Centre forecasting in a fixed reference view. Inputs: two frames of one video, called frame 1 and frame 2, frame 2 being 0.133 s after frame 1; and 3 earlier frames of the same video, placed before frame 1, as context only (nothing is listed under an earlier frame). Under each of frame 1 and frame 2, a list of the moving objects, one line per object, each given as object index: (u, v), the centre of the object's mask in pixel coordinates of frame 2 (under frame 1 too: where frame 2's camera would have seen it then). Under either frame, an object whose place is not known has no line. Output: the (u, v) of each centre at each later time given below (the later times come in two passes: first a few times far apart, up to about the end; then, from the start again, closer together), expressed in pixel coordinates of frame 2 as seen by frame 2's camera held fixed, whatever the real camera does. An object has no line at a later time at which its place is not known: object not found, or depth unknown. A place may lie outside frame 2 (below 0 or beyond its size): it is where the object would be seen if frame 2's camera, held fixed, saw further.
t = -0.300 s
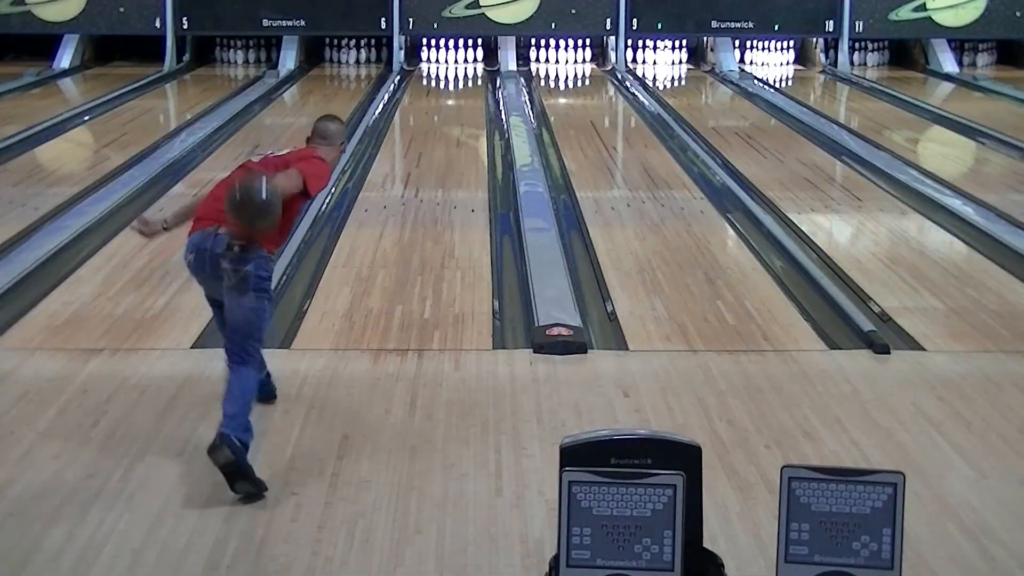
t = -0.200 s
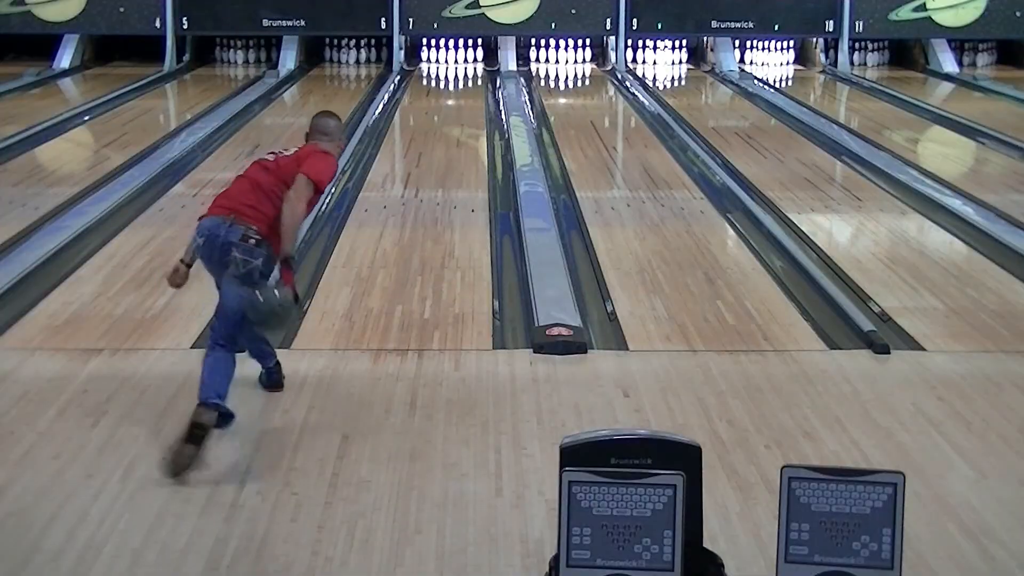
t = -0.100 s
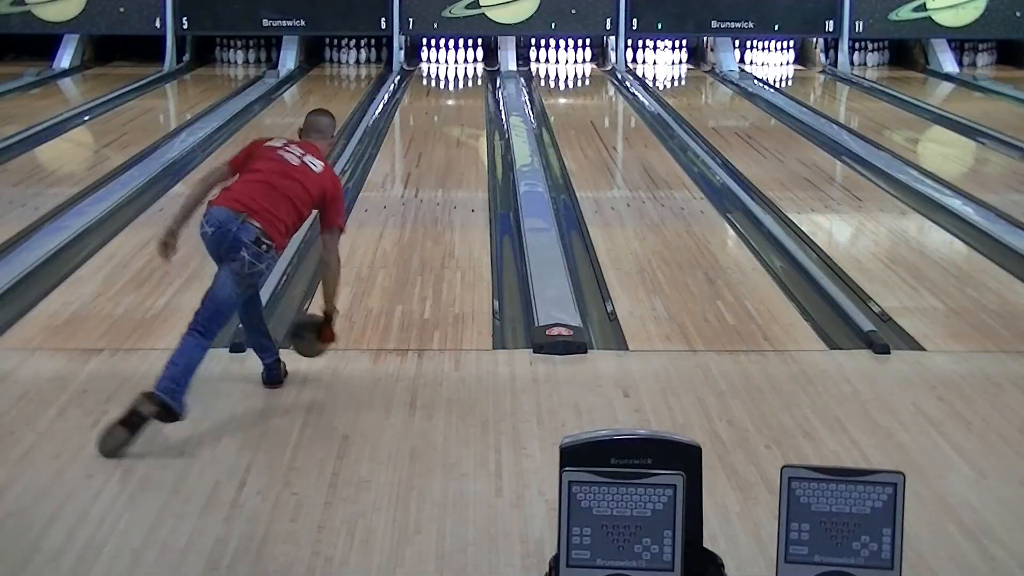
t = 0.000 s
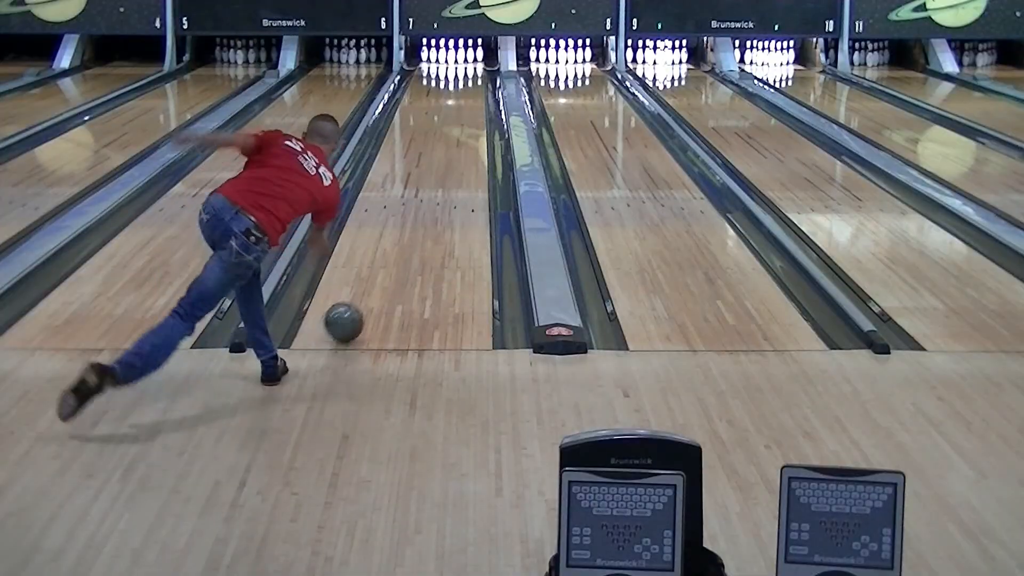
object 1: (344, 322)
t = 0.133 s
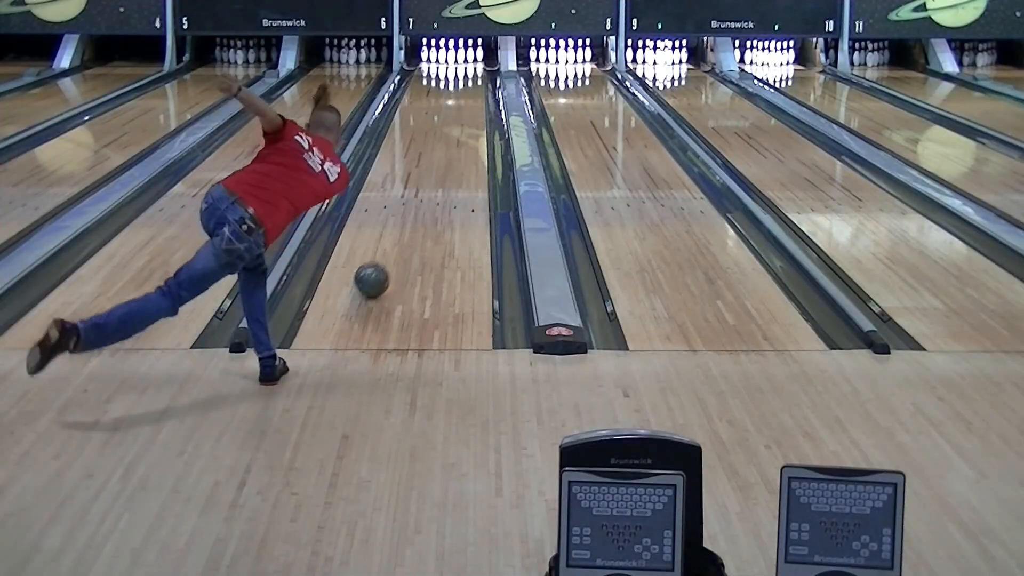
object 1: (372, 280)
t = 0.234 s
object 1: (388, 252)
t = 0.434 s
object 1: (413, 209)
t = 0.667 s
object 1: (434, 172)
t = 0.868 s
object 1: (446, 147)
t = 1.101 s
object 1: (456, 124)
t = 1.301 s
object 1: (461, 108)
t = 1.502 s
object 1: (465, 94)
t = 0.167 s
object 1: (377, 270)
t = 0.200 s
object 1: (383, 261)
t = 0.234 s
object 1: (388, 252)
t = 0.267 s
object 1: (393, 245)
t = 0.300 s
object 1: (398, 236)
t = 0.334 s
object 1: (402, 229)
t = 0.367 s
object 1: (406, 222)
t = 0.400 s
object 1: (410, 215)
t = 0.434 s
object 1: (413, 209)
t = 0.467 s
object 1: (417, 203)
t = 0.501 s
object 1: (420, 197)
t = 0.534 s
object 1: (423, 191)
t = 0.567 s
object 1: (426, 186)
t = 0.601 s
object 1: (429, 181)
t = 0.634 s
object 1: (432, 176)
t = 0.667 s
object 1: (434, 172)
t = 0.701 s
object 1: (437, 167)
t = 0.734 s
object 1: (439, 163)
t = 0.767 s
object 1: (441, 159)
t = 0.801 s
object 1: (443, 155)
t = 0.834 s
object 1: (445, 151)
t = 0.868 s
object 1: (446, 147)
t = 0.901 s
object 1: (448, 143)
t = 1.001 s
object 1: (452, 134)
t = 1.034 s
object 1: (453, 130)
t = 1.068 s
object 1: (454, 127)
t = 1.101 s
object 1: (456, 124)
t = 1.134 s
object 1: (457, 121)
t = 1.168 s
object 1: (457, 119)
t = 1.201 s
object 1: (458, 116)
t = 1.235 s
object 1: (459, 113)
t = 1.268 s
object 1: (460, 110)
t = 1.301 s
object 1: (461, 108)
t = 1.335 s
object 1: (461, 106)
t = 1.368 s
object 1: (462, 104)
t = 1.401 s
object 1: (463, 102)
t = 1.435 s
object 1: (463, 100)
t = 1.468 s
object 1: (464, 96)
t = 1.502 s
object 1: (465, 94)
